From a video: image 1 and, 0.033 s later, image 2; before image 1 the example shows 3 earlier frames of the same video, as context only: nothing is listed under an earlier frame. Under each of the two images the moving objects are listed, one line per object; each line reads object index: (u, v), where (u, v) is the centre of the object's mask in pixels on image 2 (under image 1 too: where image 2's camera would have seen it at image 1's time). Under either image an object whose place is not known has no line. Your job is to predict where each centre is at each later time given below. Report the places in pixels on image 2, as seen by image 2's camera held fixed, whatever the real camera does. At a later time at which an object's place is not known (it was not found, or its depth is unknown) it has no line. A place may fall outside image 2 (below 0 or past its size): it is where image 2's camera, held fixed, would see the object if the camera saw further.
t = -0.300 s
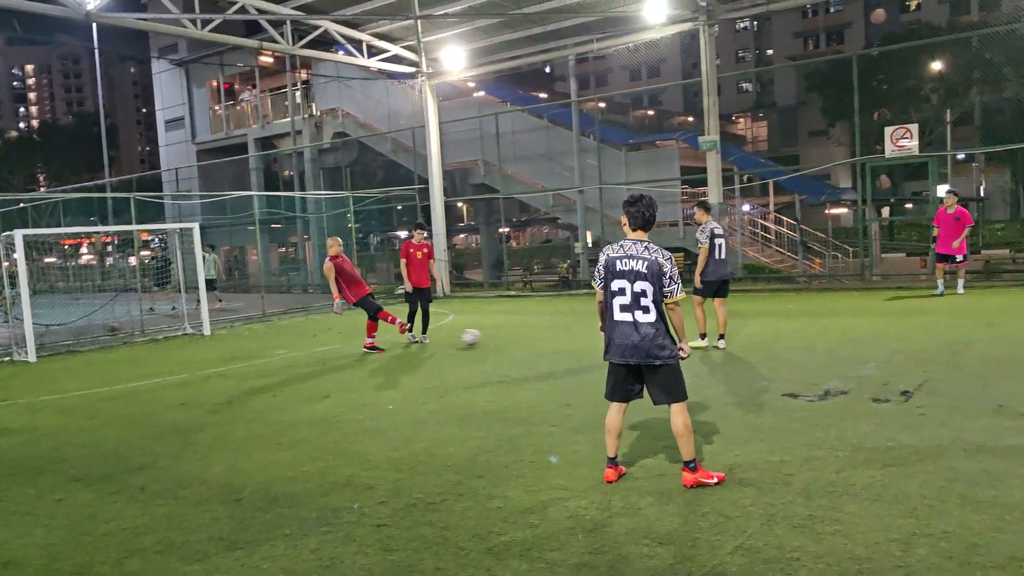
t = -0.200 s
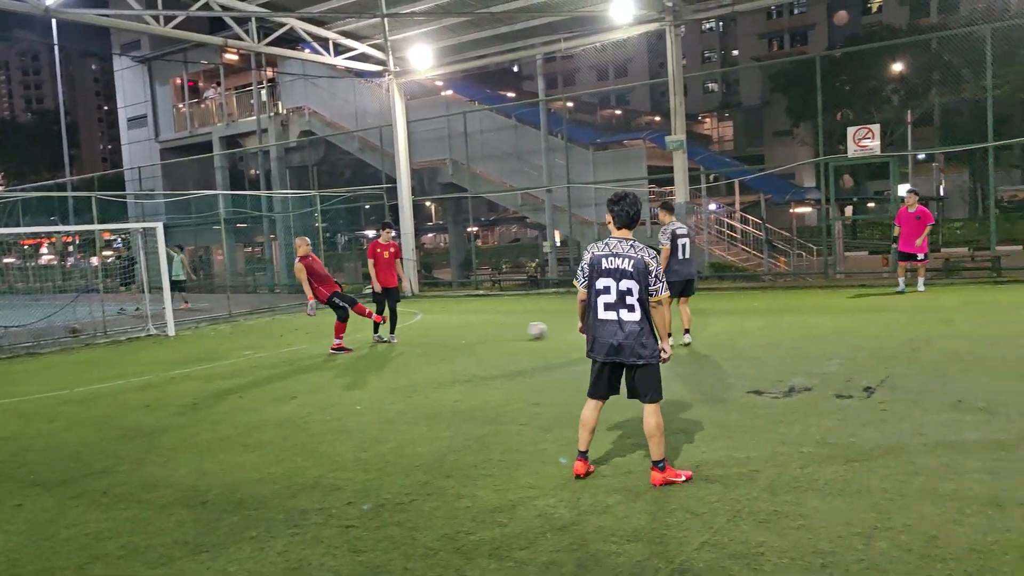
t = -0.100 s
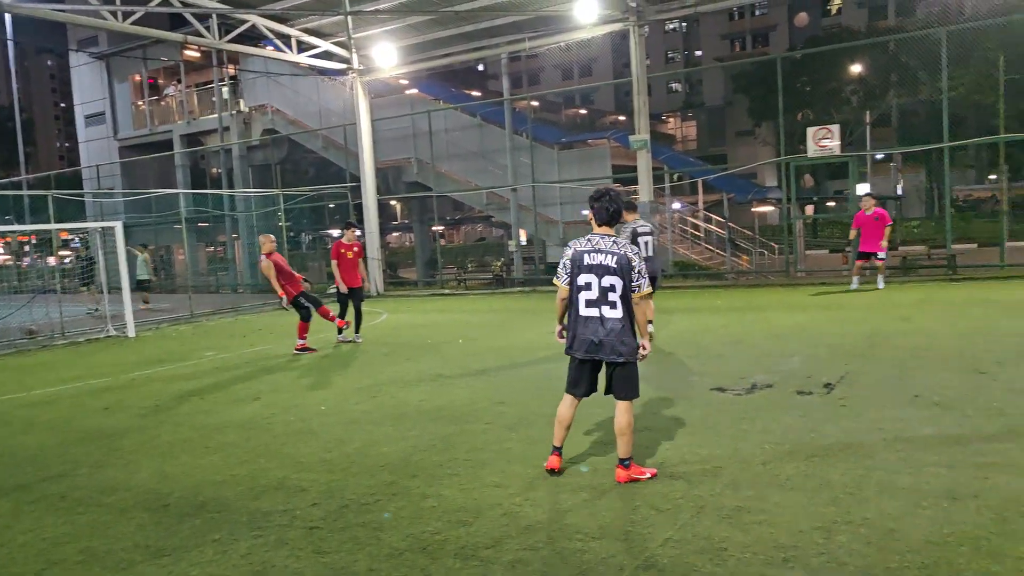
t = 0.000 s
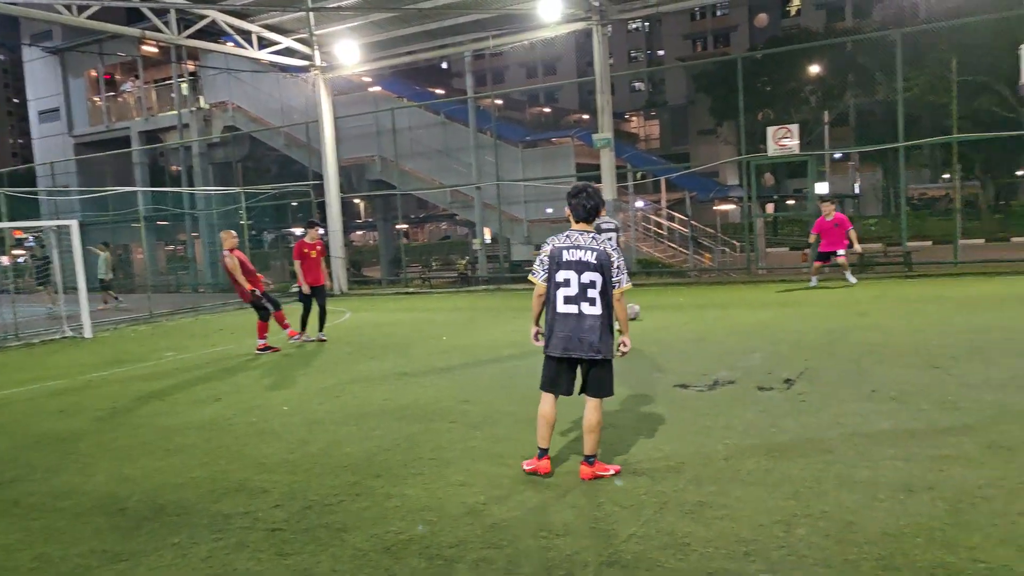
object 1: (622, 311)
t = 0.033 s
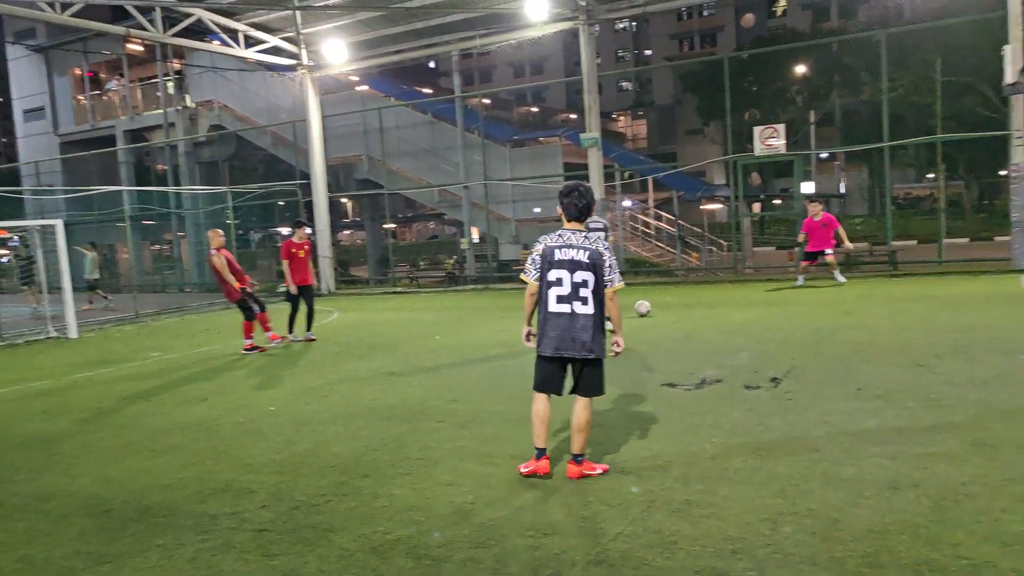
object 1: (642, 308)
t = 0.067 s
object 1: (663, 306)
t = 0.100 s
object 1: (682, 303)
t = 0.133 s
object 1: (701, 301)
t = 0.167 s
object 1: (720, 299)
